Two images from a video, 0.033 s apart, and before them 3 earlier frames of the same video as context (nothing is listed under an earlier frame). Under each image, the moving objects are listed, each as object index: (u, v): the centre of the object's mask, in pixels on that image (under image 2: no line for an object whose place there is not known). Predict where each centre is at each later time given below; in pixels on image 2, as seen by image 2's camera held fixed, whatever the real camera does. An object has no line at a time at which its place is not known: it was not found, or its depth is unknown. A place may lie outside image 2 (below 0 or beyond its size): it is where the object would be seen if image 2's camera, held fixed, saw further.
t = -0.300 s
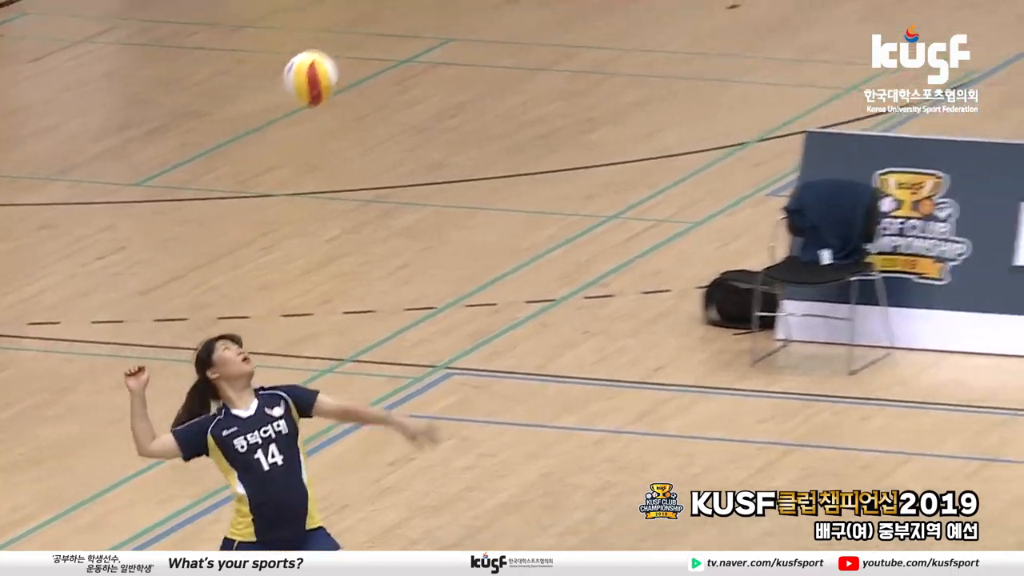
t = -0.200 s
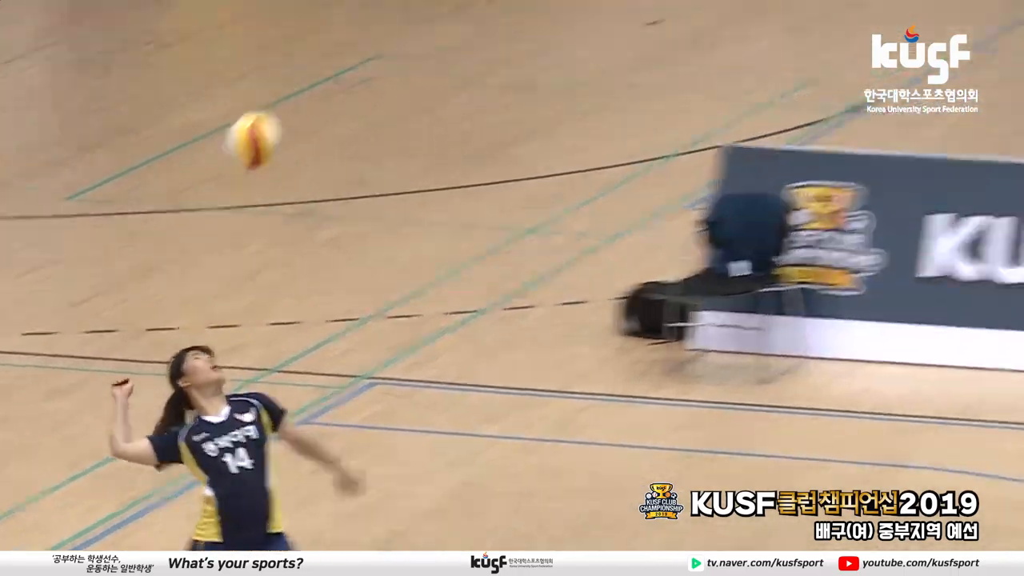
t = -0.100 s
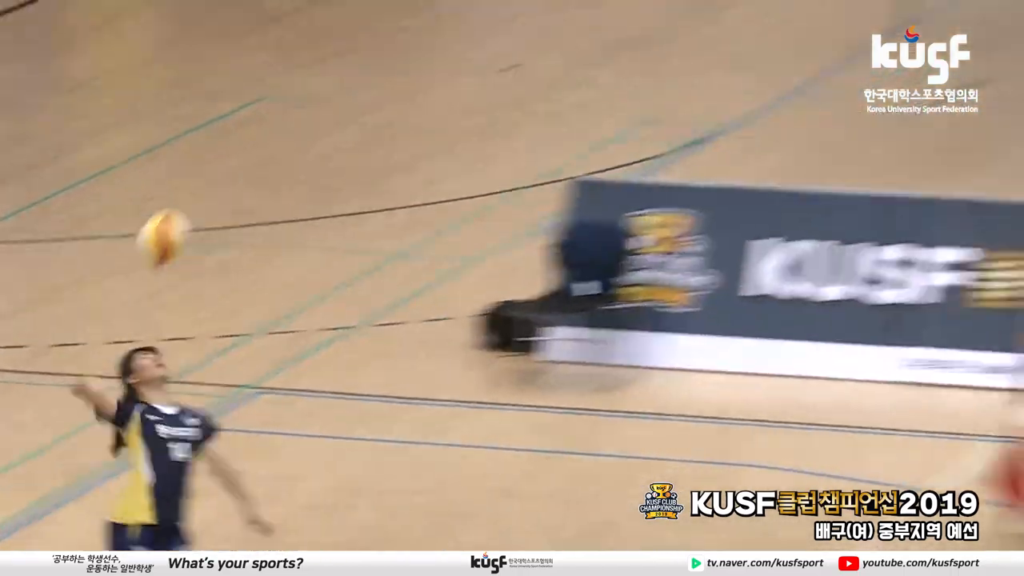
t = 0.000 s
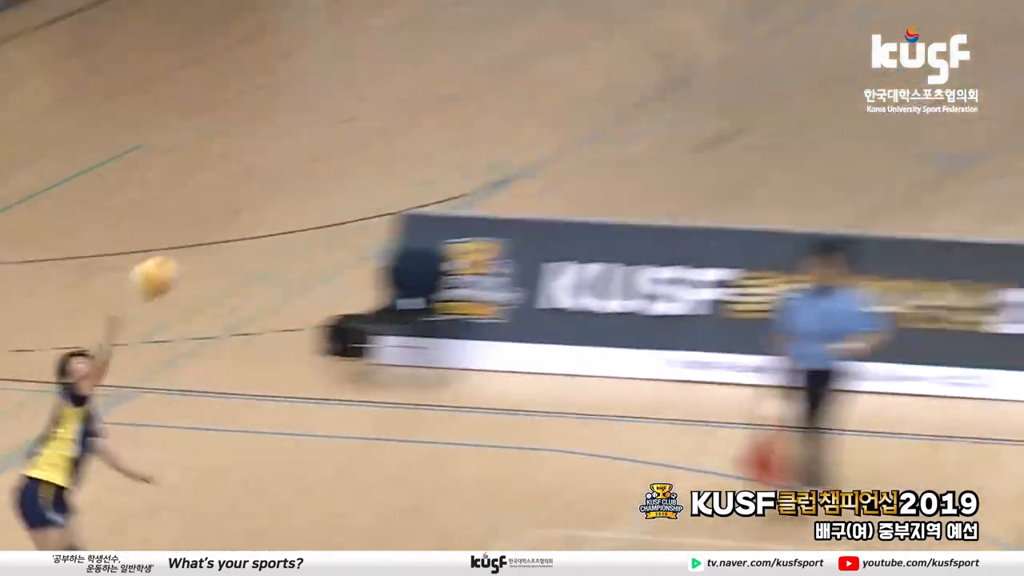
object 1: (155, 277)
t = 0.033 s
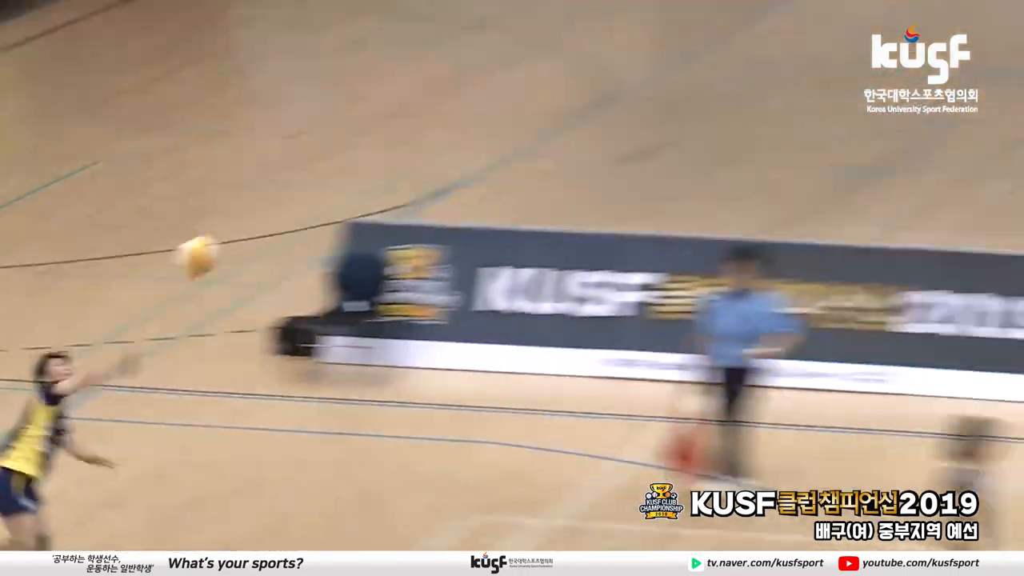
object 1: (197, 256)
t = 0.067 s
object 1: (281, 230)
